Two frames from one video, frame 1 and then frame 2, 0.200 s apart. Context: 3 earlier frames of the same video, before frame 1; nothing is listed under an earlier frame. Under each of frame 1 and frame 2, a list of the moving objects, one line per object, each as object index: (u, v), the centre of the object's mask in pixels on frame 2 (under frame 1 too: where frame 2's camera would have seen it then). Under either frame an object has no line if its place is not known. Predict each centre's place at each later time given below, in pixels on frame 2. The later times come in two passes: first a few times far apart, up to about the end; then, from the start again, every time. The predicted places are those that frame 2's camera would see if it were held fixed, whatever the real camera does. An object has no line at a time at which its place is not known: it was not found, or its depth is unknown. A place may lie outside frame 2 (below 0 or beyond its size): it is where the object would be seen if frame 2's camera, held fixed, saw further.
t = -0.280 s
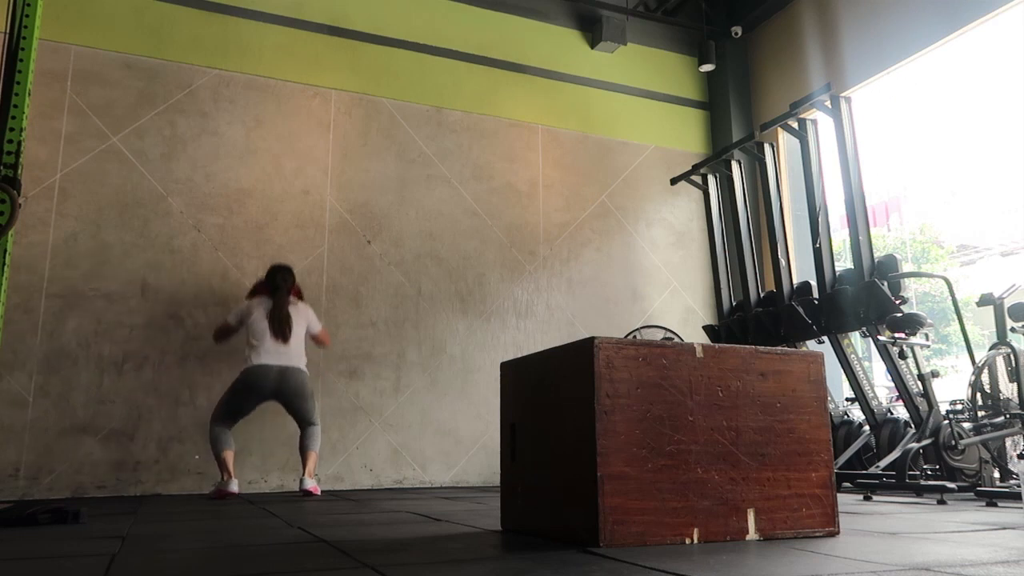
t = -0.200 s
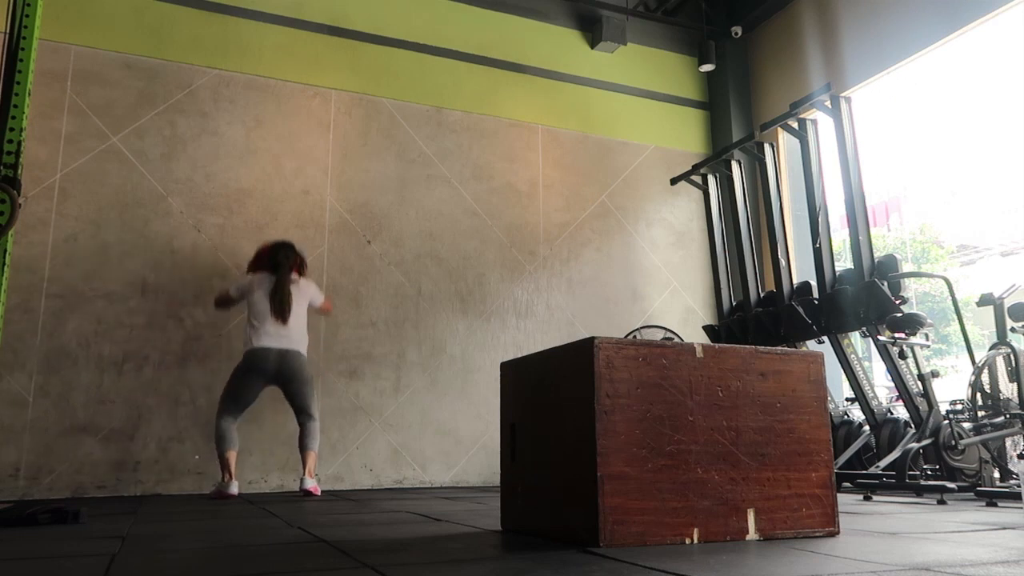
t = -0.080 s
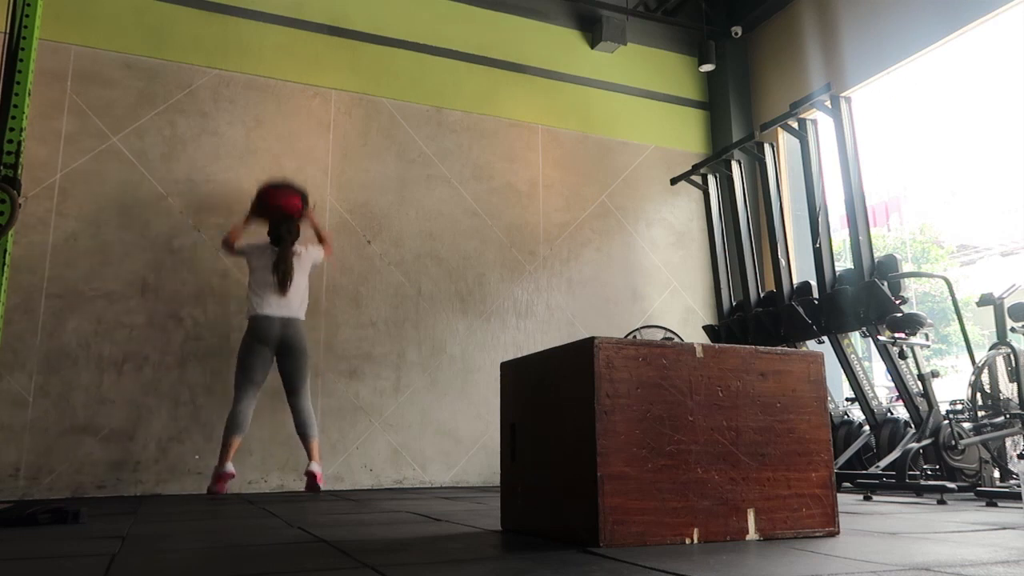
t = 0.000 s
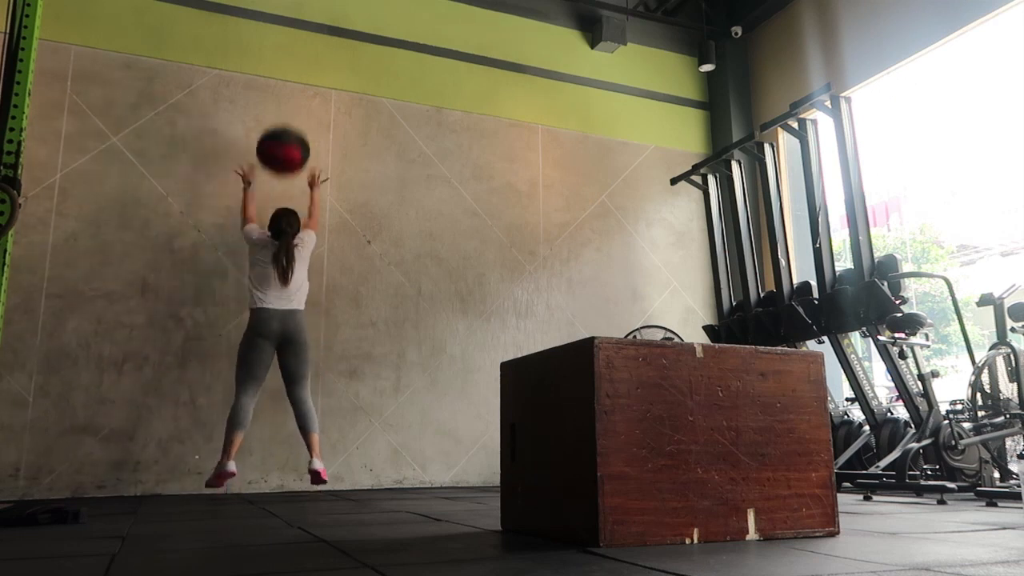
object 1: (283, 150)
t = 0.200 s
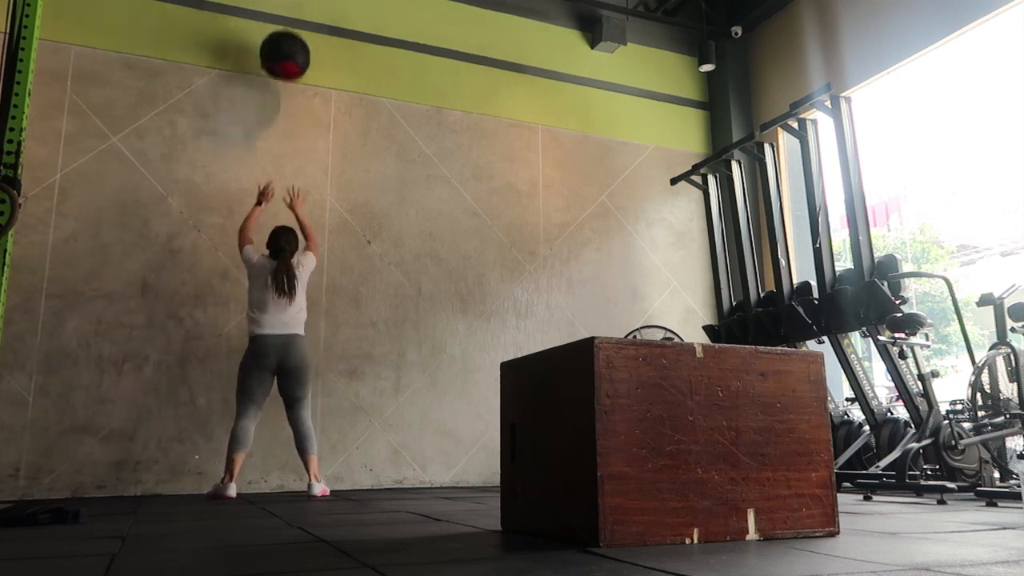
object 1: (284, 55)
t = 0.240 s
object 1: (285, 43)
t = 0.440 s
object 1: (284, 18)
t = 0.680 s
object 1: (278, 39)
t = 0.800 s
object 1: (275, 71)
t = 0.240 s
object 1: (285, 43)
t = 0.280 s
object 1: (285, 34)
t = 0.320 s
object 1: (284, 26)
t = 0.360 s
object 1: (284, 22)
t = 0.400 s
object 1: (284, 19)
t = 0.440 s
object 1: (284, 18)
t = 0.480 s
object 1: (283, 18)
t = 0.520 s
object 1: (283, 19)
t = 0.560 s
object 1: (281, 22)
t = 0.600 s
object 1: (280, 27)
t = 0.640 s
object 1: (279, 32)
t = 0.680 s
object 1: (278, 39)
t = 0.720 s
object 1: (277, 47)
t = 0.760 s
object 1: (276, 58)
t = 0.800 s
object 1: (275, 71)
